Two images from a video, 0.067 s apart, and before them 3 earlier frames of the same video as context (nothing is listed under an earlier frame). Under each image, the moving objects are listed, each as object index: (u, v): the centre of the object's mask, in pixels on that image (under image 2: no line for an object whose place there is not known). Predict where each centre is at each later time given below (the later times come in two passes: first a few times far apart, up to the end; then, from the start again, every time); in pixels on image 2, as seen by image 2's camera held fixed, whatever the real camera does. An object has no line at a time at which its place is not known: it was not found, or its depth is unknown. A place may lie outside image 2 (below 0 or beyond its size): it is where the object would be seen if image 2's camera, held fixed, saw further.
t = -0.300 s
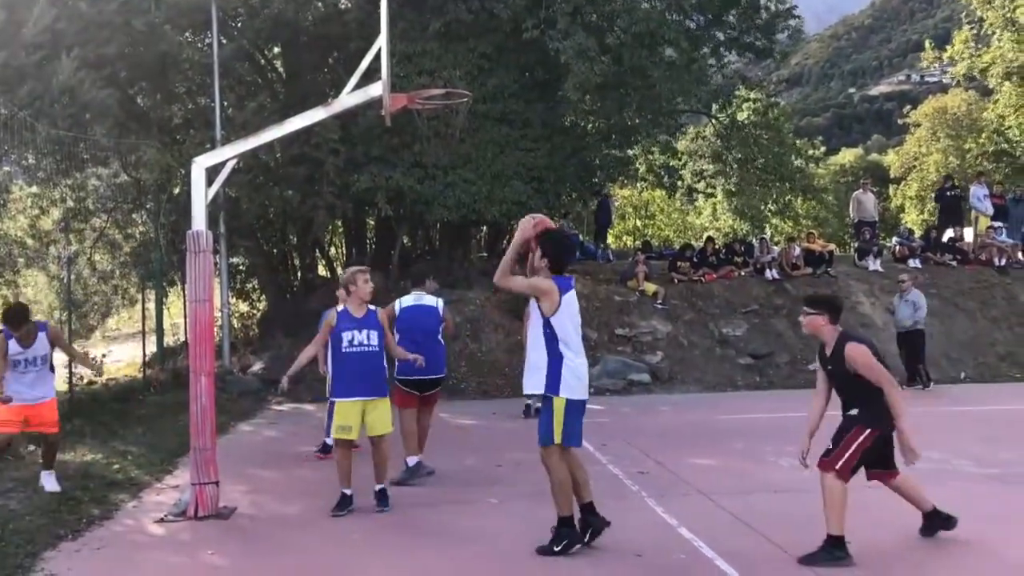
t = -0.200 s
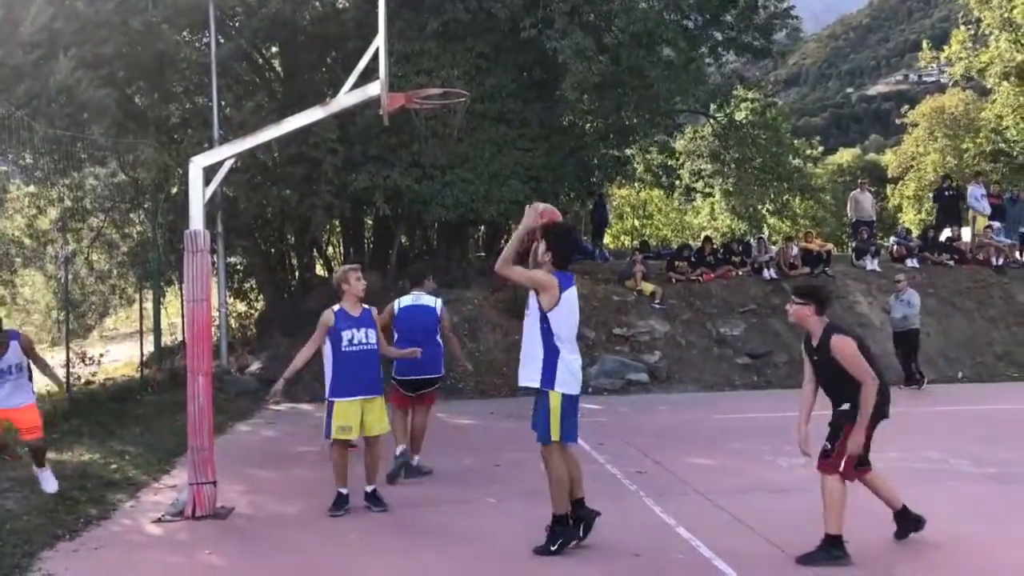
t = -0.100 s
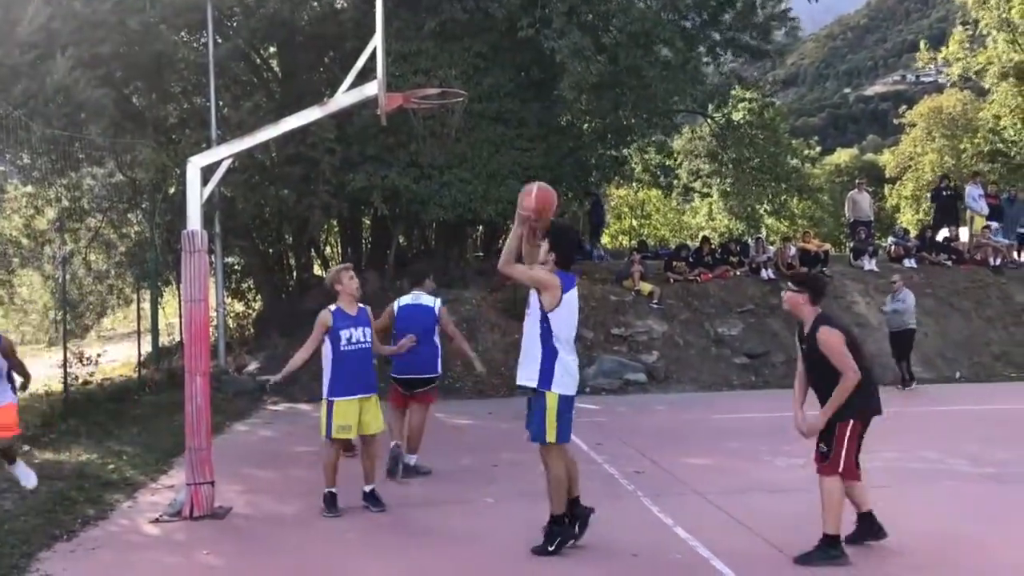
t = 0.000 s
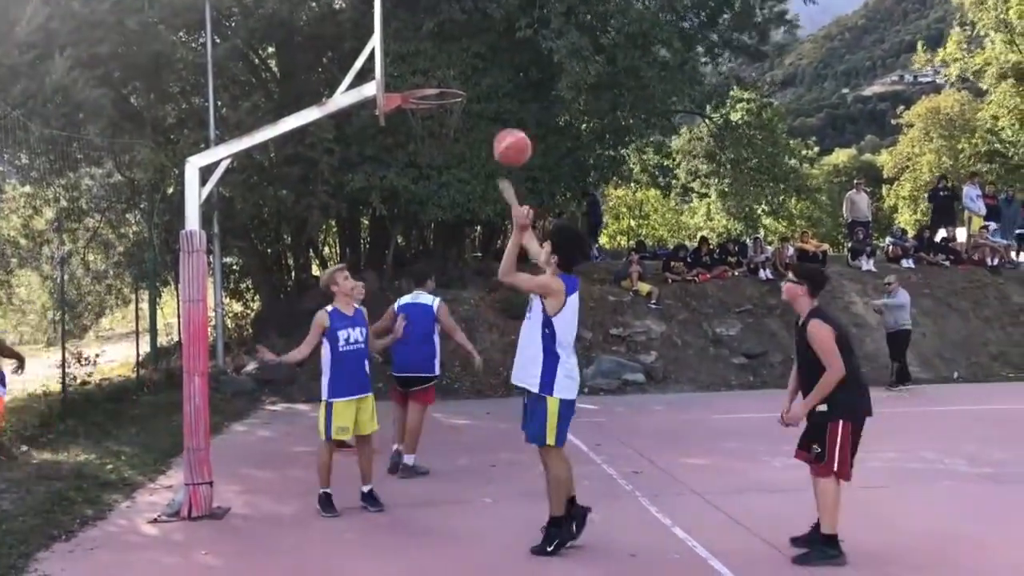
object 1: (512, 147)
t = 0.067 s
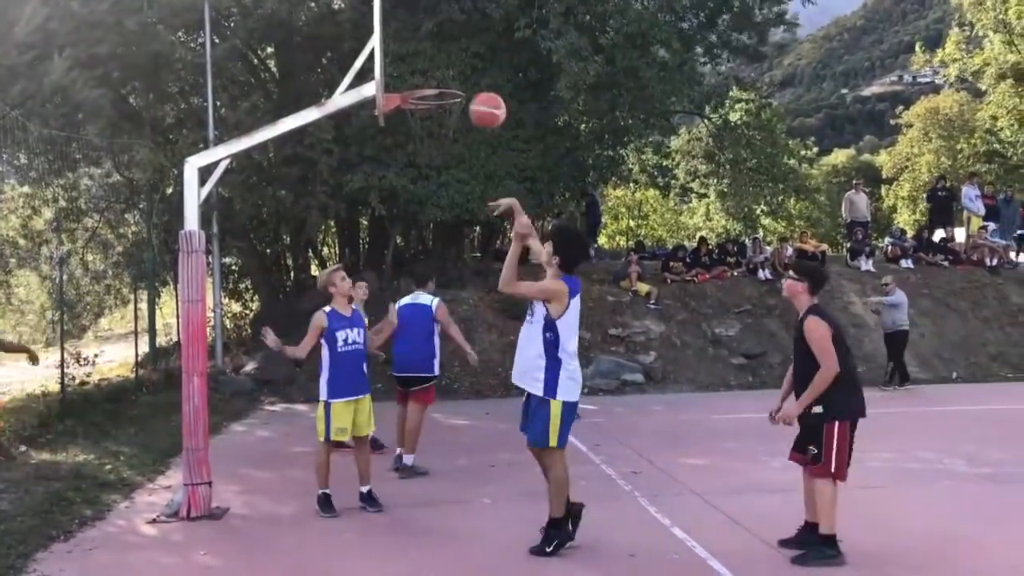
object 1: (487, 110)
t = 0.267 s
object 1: (424, 48)
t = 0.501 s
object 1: (424, 60)
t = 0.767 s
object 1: (431, 140)
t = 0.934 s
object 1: (419, 196)
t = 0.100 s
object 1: (477, 95)
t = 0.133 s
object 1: (466, 81)
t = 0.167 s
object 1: (455, 70)
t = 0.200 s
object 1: (444, 60)
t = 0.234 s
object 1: (433, 53)
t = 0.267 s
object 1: (424, 48)
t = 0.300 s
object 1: (415, 44)
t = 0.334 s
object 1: (405, 40)
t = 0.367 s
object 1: (397, 40)
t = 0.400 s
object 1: (403, 43)
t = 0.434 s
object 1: (410, 47)
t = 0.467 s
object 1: (417, 53)
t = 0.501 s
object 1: (424, 60)
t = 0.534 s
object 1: (431, 70)
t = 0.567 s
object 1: (437, 77)
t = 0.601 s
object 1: (445, 87)
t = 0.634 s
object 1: (447, 102)
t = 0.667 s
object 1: (443, 110)
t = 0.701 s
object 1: (439, 121)
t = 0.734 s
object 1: (435, 131)
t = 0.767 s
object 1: (431, 140)
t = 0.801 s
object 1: (429, 150)
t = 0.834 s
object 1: (426, 158)
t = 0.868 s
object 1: (423, 169)
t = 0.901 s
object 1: (421, 181)
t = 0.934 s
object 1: (419, 196)
